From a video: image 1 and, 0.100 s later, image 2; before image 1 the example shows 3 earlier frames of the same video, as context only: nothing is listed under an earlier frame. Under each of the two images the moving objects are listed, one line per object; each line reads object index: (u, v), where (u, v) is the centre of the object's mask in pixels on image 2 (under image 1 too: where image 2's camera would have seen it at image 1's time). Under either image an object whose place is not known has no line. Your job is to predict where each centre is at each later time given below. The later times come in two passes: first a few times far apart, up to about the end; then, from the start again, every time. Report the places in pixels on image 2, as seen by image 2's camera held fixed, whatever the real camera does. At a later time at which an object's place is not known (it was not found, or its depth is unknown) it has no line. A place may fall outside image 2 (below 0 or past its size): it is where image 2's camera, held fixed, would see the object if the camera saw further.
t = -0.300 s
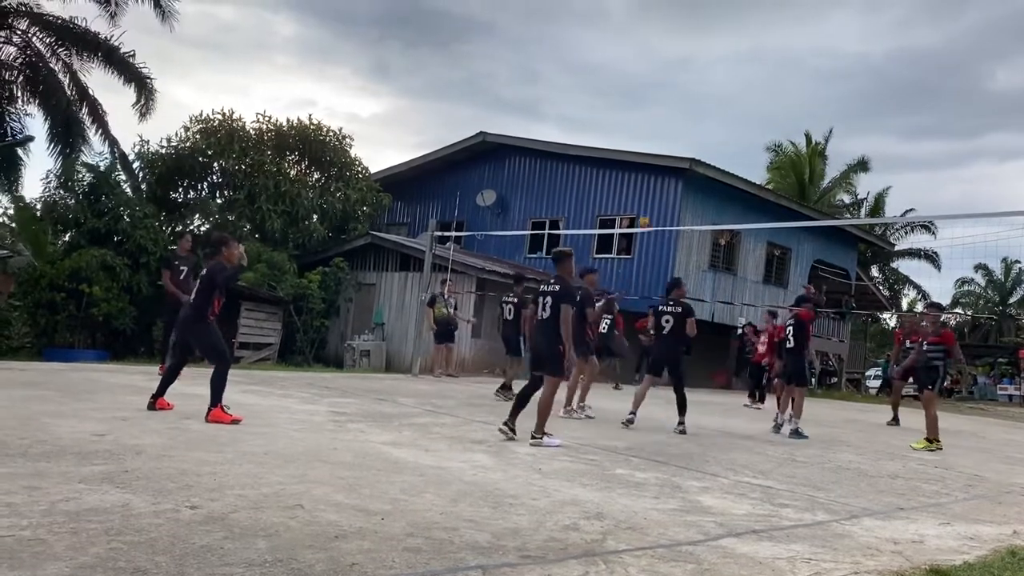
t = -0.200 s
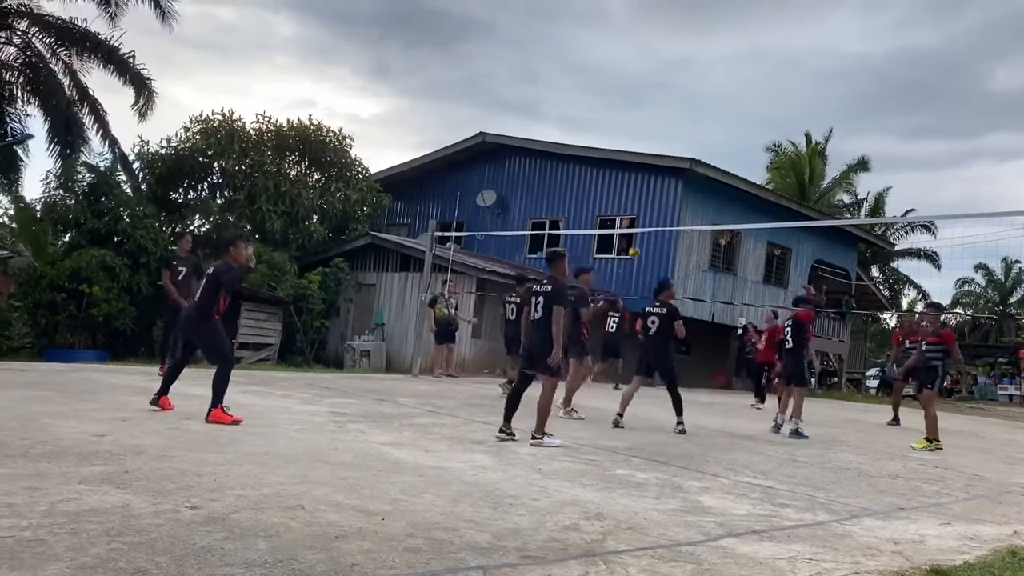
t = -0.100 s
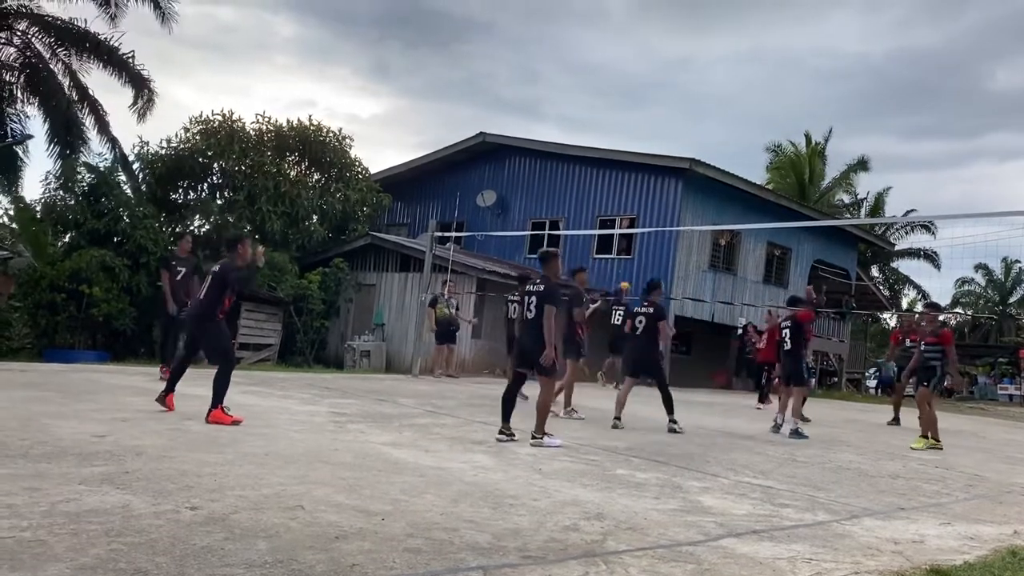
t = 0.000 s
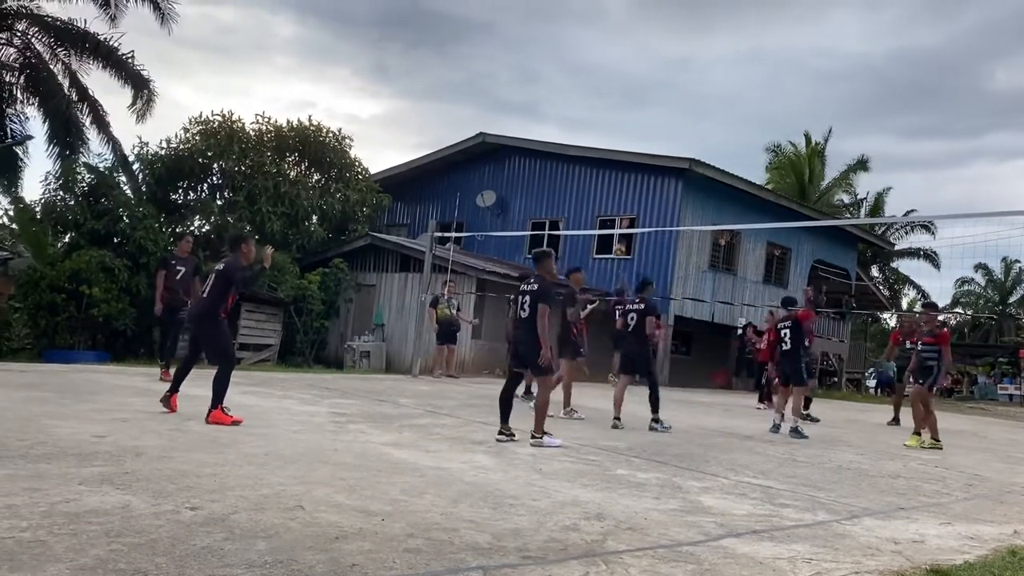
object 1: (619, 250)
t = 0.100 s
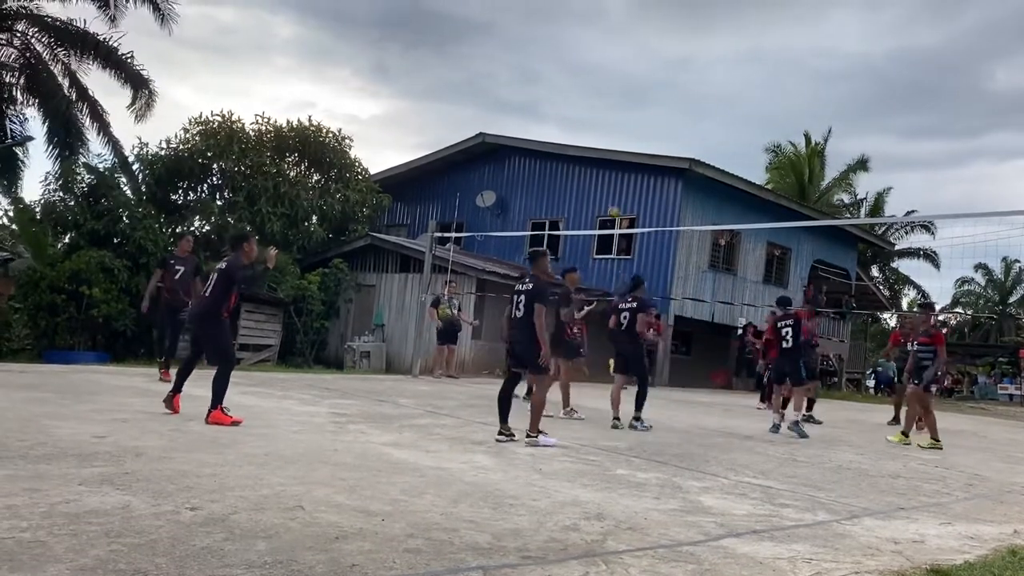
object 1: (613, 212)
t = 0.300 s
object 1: (598, 148)
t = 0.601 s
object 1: (566, 86)
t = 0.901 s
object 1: (518, 72)
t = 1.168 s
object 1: (461, 115)
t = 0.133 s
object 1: (610, 200)
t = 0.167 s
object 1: (609, 190)
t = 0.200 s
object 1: (606, 179)
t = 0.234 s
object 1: (604, 168)
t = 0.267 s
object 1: (601, 159)
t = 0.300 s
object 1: (598, 148)
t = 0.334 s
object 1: (595, 140)
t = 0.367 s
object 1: (593, 131)
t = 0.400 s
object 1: (589, 123)
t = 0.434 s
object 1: (586, 116)
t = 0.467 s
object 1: (582, 109)
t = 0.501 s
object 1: (578, 102)
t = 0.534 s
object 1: (574, 96)
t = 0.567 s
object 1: (570, 91)
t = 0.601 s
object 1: (566, 86)
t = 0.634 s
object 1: (561, 82)
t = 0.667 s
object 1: (557, 78)
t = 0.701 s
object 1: (552, 75)
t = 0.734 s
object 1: (547, 73)
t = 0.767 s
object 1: (541, 71)
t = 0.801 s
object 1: (536, 70)
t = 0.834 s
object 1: (530, 70)
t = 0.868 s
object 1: (524, 71)
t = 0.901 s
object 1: (518, 72)
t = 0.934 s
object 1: (512, 74)
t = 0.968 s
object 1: (505, 78)
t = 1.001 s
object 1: (498, 81)
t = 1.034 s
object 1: (491, 86)
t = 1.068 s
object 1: (484, 92)
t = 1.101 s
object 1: (476, 99)
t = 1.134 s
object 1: (469, 107)
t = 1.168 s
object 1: (461, 115)
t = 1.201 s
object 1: (452, 125)
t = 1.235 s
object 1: (443, 136)
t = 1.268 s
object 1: (434, 148)
